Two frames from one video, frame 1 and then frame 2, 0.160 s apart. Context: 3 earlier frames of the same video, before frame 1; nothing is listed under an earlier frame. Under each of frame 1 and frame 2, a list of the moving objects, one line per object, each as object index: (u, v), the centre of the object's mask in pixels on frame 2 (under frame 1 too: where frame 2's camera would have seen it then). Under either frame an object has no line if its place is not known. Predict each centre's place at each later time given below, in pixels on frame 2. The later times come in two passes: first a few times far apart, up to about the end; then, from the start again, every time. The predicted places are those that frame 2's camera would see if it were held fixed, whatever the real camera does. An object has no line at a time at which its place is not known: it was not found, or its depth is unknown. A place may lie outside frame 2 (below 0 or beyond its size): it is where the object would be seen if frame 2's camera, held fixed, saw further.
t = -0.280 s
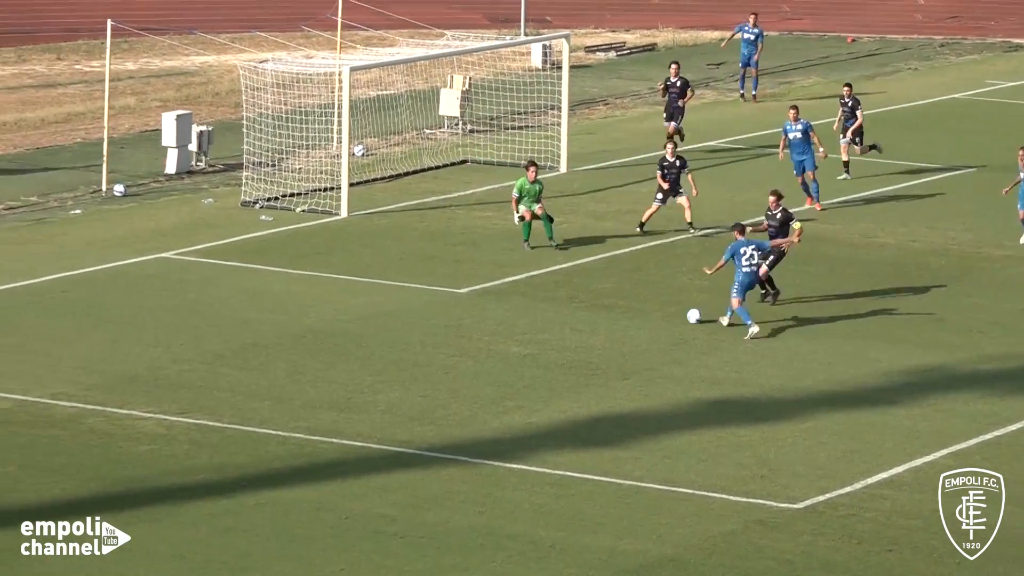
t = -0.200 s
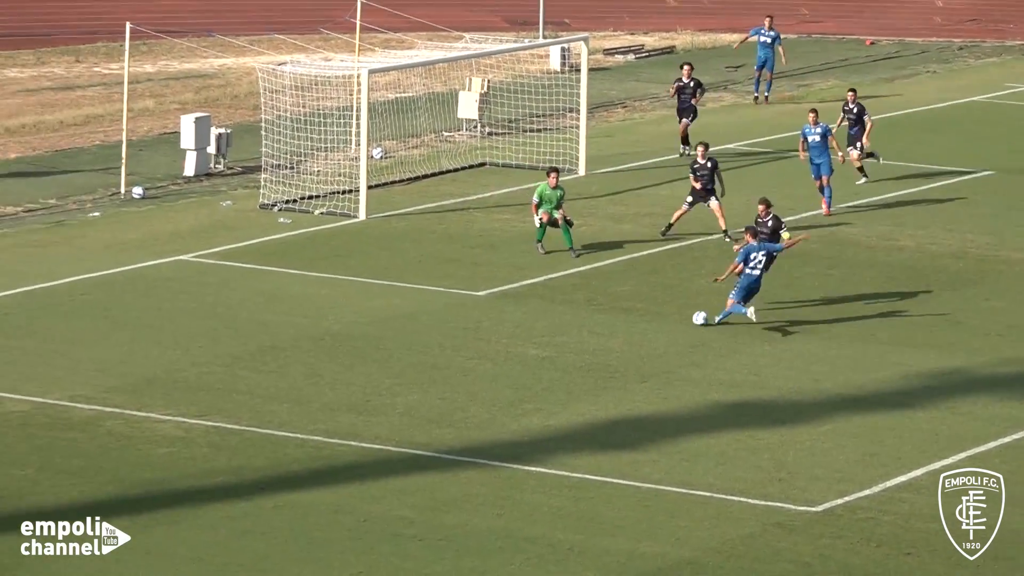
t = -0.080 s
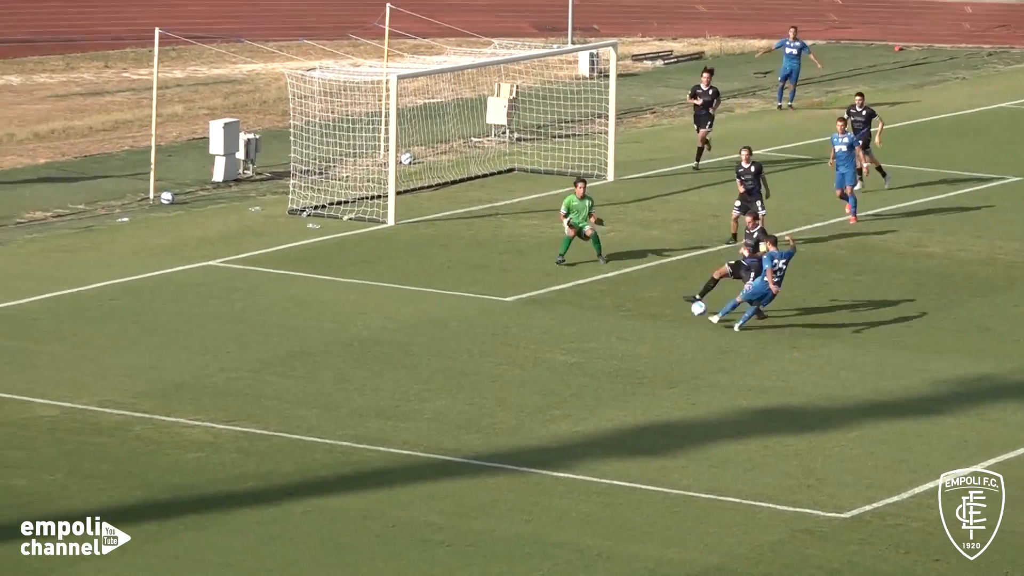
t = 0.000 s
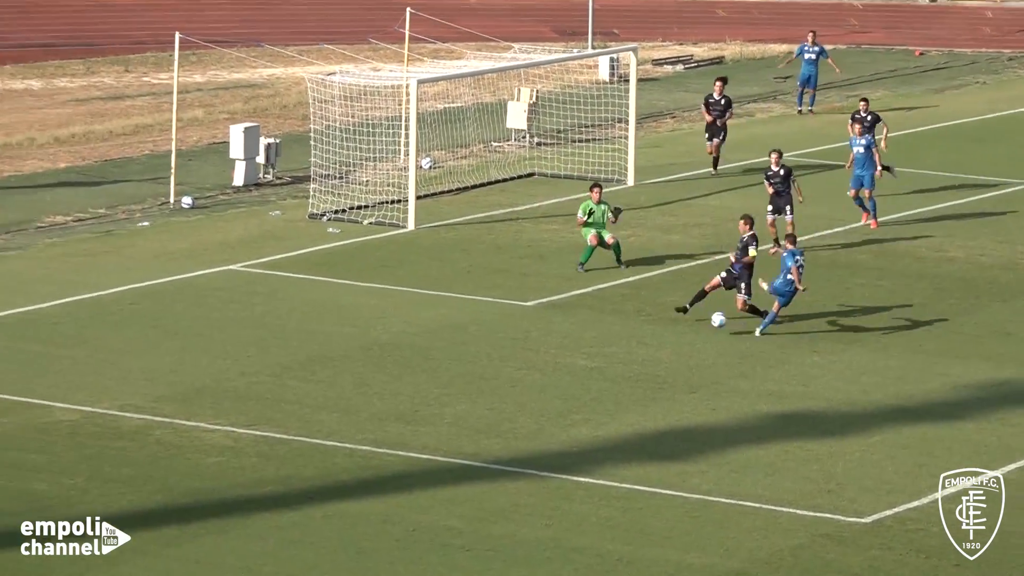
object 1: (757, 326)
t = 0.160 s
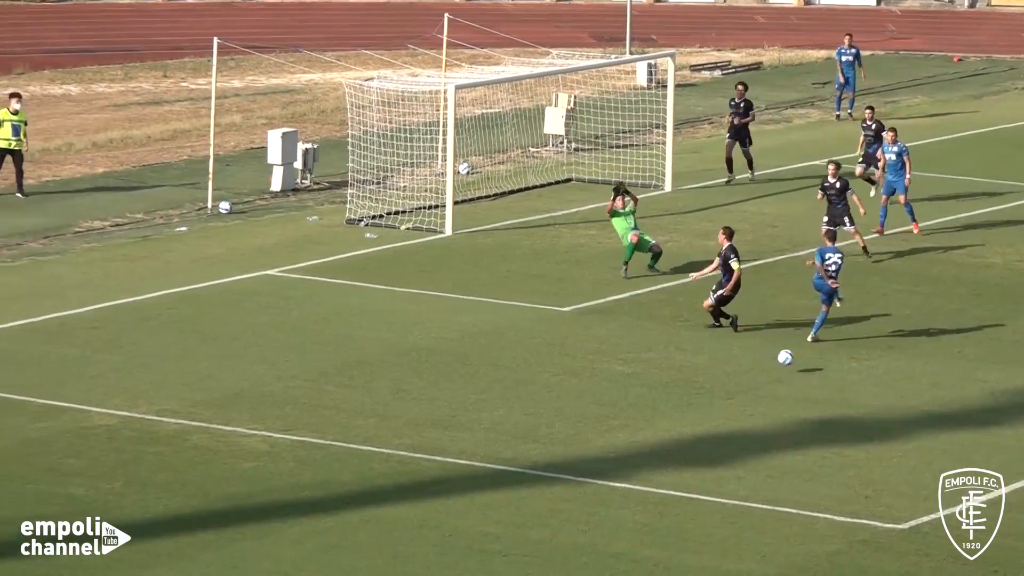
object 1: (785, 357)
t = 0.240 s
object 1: (801, 368)
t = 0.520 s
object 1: (873, 430)
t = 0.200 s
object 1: (793, 362)
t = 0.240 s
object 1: (801, 368)
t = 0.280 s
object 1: (810, 375)
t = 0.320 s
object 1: (819, 383)
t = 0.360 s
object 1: (829, 392)
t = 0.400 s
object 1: (839, 403)
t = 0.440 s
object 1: (851, 415)
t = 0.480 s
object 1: (862, 427)
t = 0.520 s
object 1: (873, 430)
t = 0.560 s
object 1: (884, 436)
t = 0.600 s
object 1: (896, 443)
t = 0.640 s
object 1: (908, 451)
